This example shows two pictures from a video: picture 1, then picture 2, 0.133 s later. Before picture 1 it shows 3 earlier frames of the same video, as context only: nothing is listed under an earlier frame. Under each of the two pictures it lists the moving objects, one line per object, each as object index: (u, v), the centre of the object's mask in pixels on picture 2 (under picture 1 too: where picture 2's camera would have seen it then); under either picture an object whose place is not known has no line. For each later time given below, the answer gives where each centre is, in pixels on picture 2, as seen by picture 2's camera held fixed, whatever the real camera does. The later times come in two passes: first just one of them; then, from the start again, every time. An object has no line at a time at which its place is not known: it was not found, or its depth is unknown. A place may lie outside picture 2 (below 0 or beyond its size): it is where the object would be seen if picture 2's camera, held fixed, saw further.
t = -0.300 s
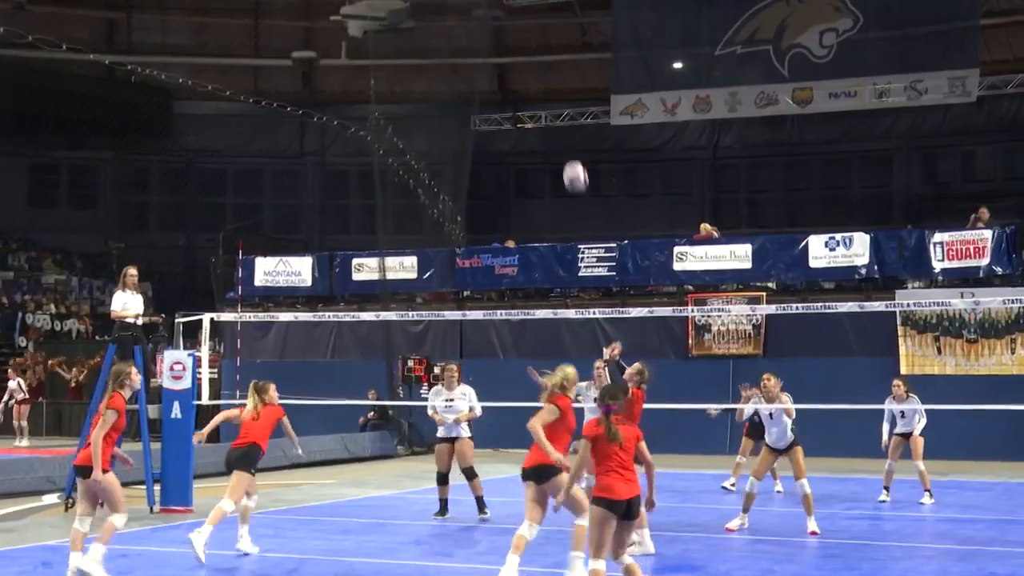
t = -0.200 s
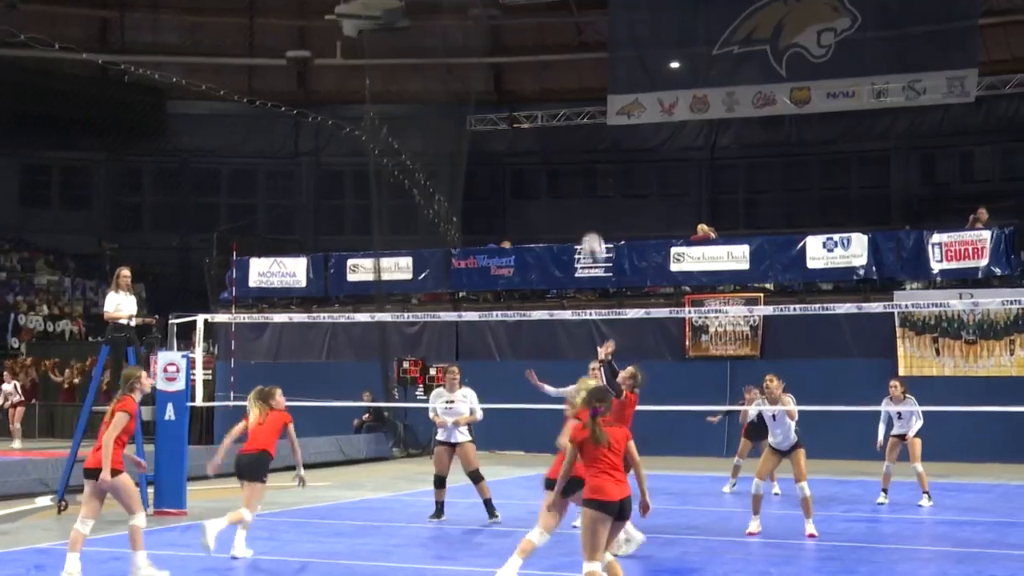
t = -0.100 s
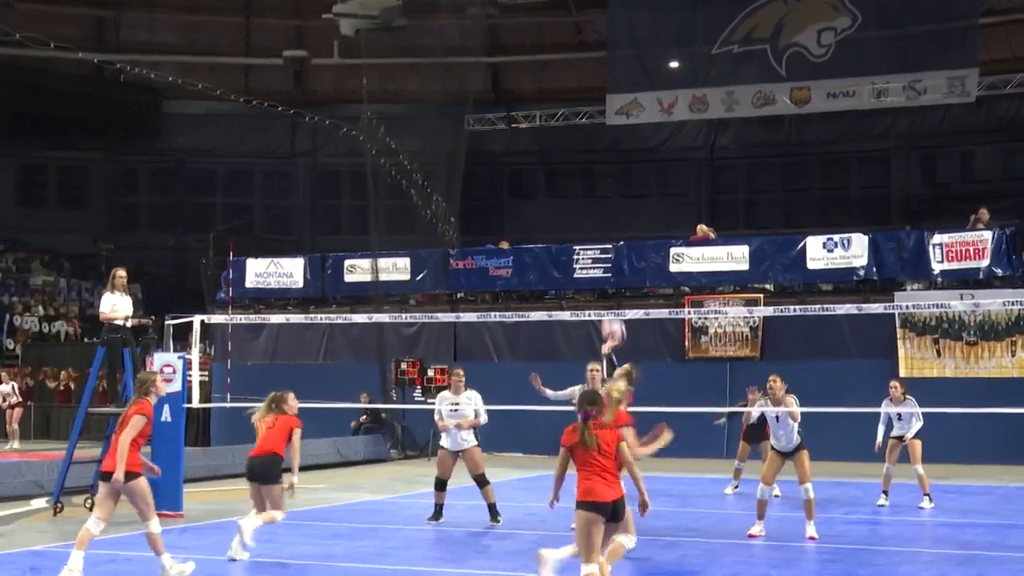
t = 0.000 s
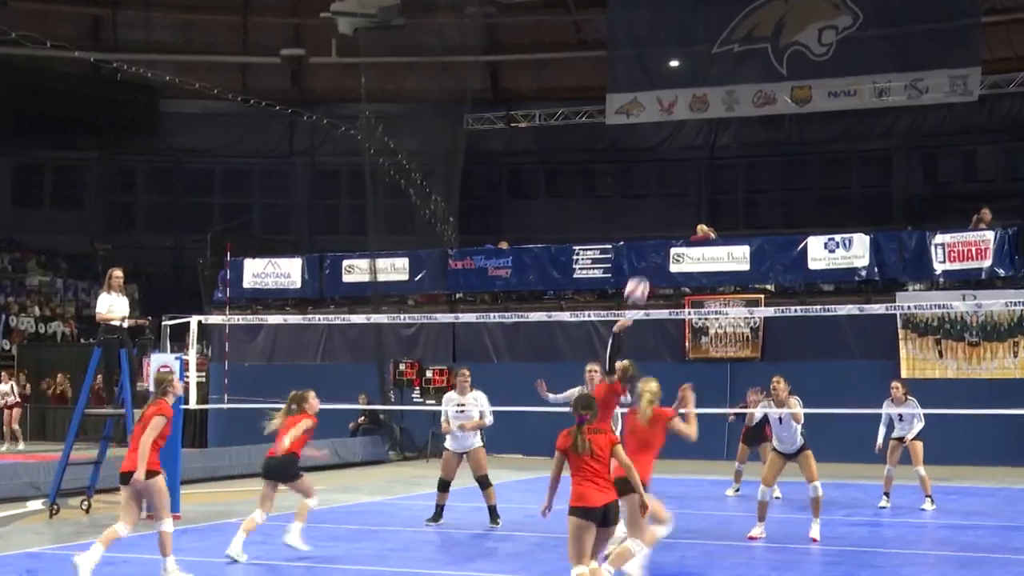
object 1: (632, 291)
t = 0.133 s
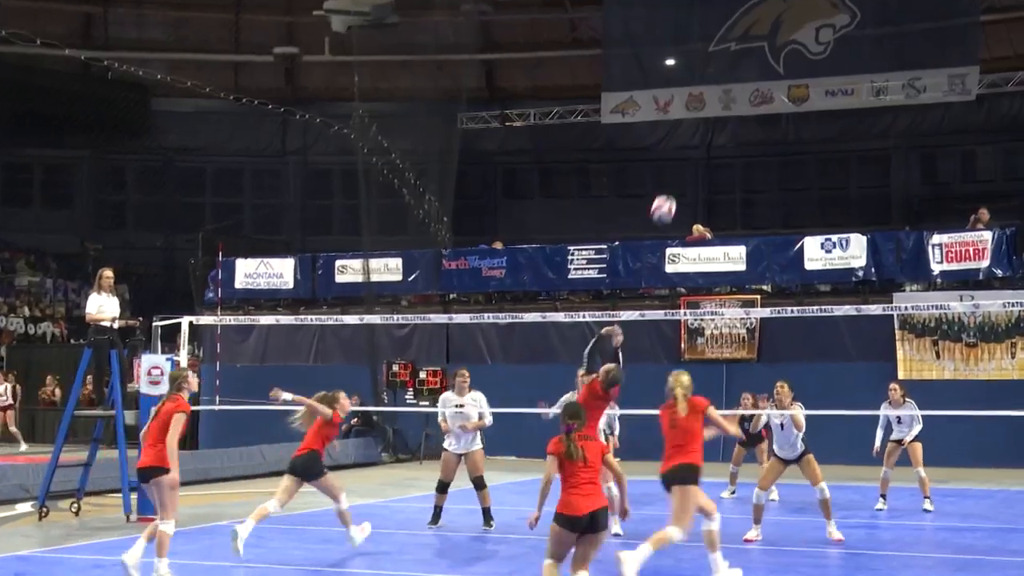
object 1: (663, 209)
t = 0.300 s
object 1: (700, 135)
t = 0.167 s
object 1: (671, 192)
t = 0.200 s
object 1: (678, 176)
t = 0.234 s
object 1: (685, 161)
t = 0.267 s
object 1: (693, 147)
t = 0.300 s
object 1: (700, 135)
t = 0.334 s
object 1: (708, 124)
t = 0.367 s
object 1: (715, 113)
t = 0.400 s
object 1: (722, 103)
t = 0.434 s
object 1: (730, 96)
